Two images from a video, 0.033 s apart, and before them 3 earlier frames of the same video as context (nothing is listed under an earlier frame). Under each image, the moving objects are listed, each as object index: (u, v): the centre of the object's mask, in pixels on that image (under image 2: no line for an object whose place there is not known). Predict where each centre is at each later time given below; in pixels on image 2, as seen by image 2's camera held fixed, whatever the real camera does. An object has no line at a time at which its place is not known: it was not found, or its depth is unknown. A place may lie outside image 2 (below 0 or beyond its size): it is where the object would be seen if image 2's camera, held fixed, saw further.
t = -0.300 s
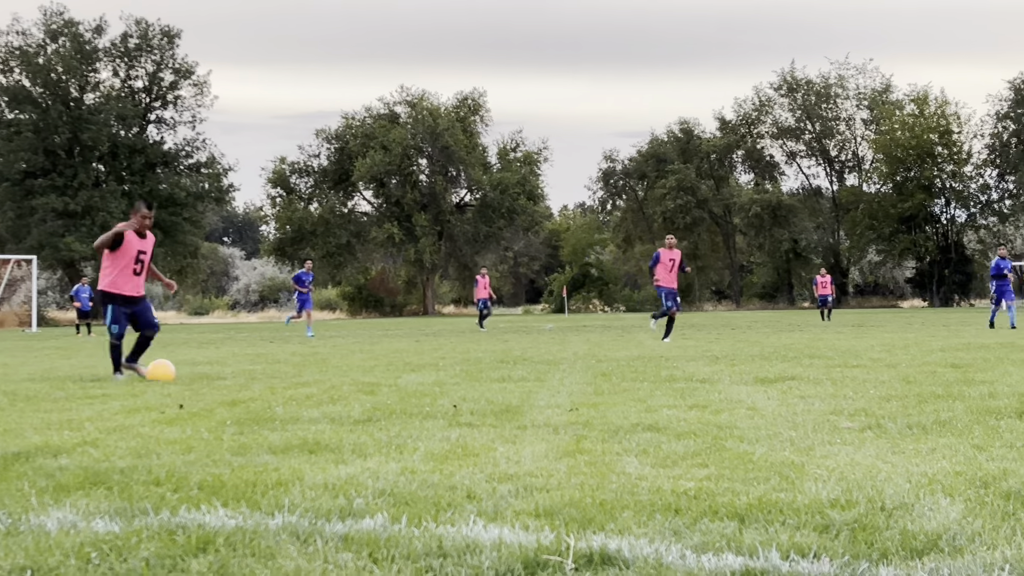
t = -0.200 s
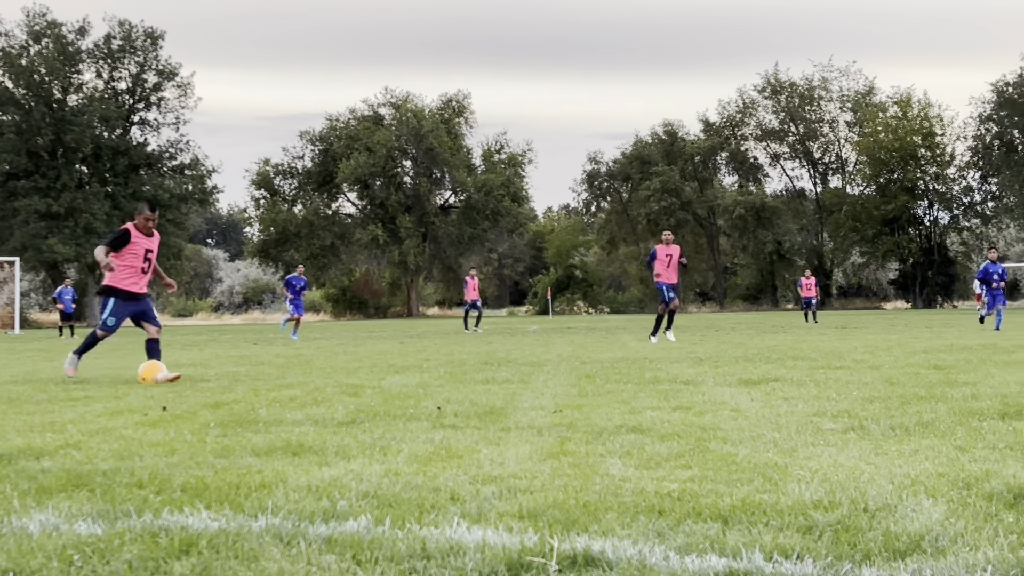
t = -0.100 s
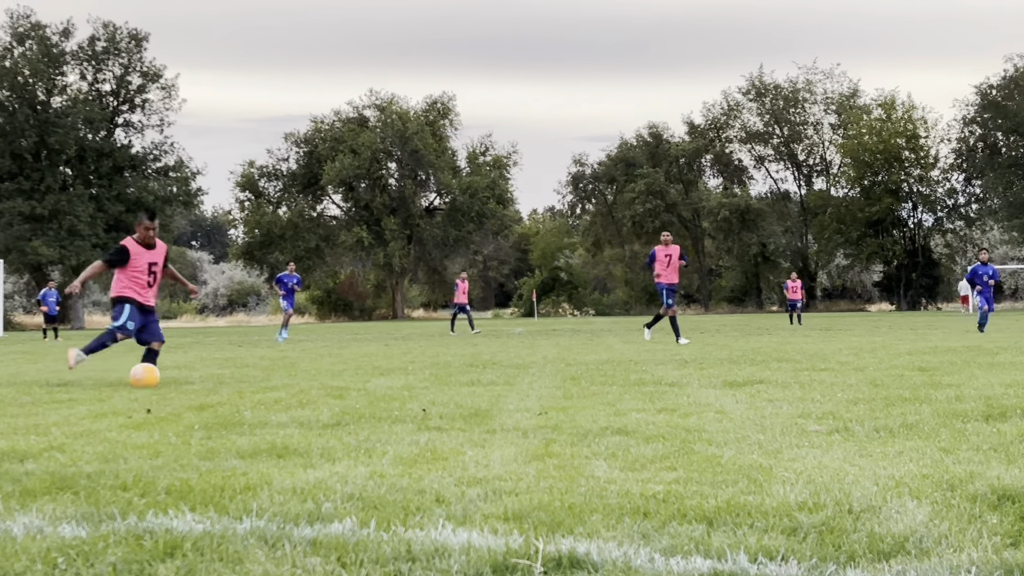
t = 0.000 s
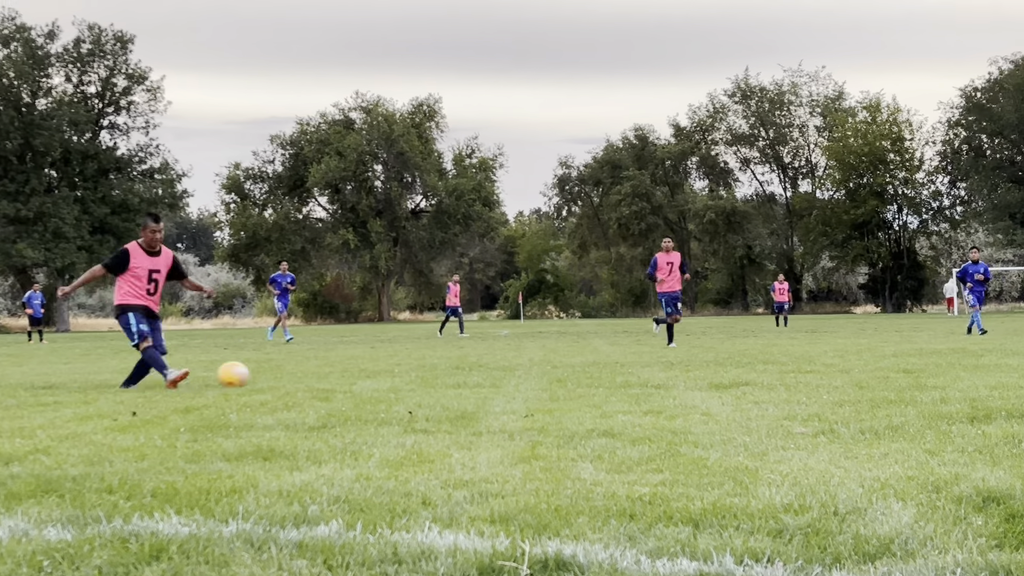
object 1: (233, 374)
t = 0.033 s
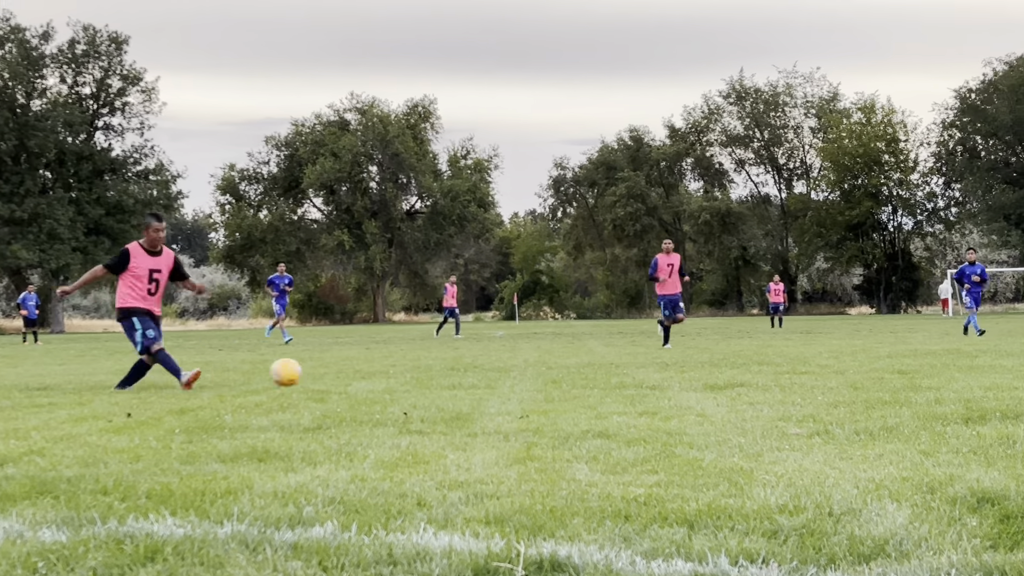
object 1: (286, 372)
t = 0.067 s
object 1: (340, 369)
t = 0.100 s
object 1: (392, 369)
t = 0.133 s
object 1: (444, 369)
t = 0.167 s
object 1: (494, 370)
